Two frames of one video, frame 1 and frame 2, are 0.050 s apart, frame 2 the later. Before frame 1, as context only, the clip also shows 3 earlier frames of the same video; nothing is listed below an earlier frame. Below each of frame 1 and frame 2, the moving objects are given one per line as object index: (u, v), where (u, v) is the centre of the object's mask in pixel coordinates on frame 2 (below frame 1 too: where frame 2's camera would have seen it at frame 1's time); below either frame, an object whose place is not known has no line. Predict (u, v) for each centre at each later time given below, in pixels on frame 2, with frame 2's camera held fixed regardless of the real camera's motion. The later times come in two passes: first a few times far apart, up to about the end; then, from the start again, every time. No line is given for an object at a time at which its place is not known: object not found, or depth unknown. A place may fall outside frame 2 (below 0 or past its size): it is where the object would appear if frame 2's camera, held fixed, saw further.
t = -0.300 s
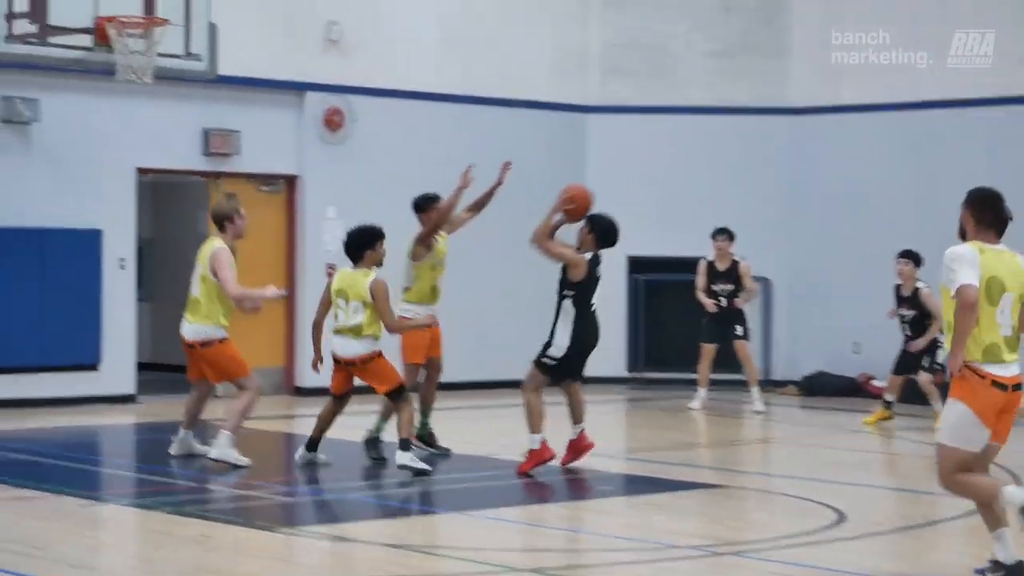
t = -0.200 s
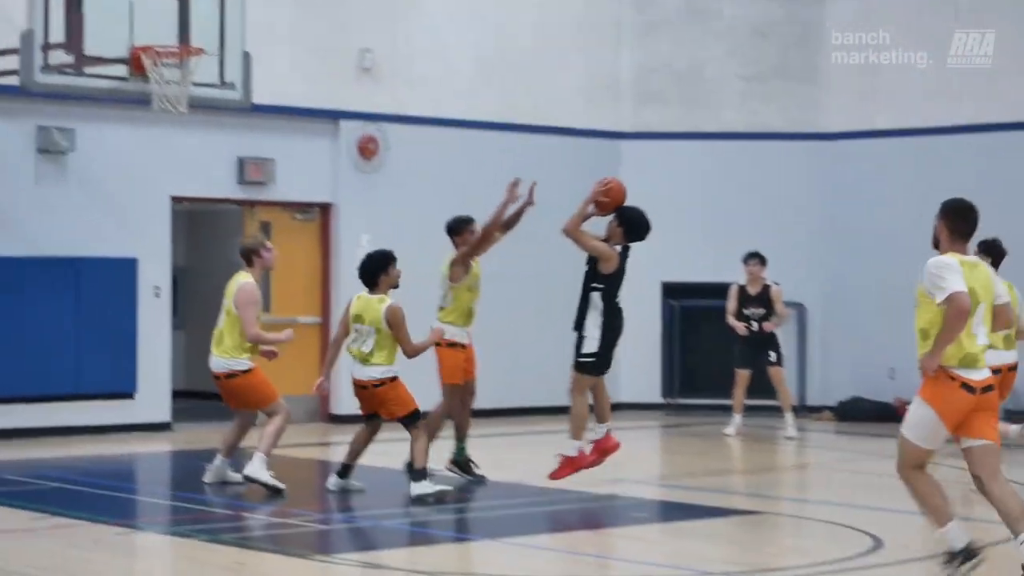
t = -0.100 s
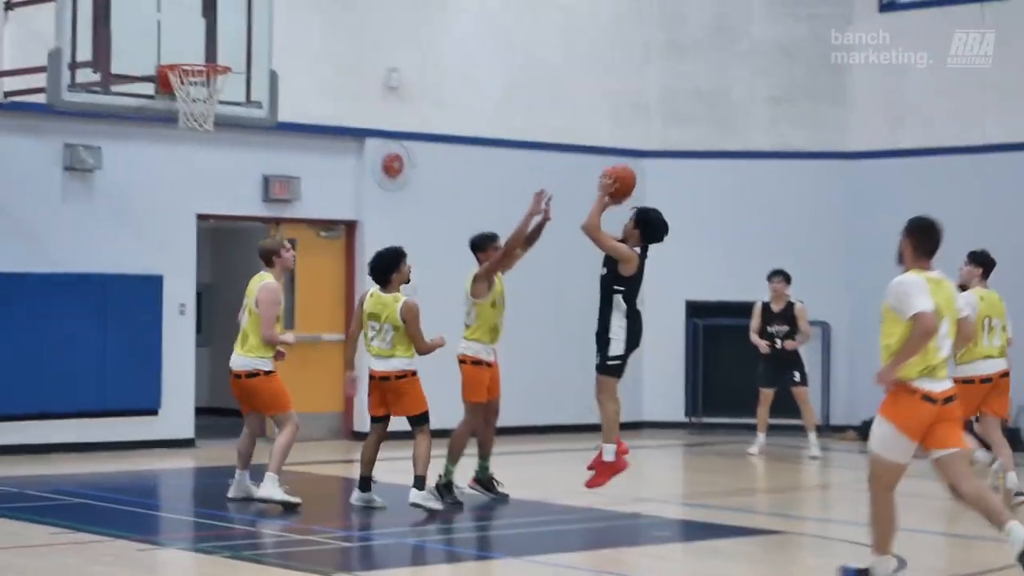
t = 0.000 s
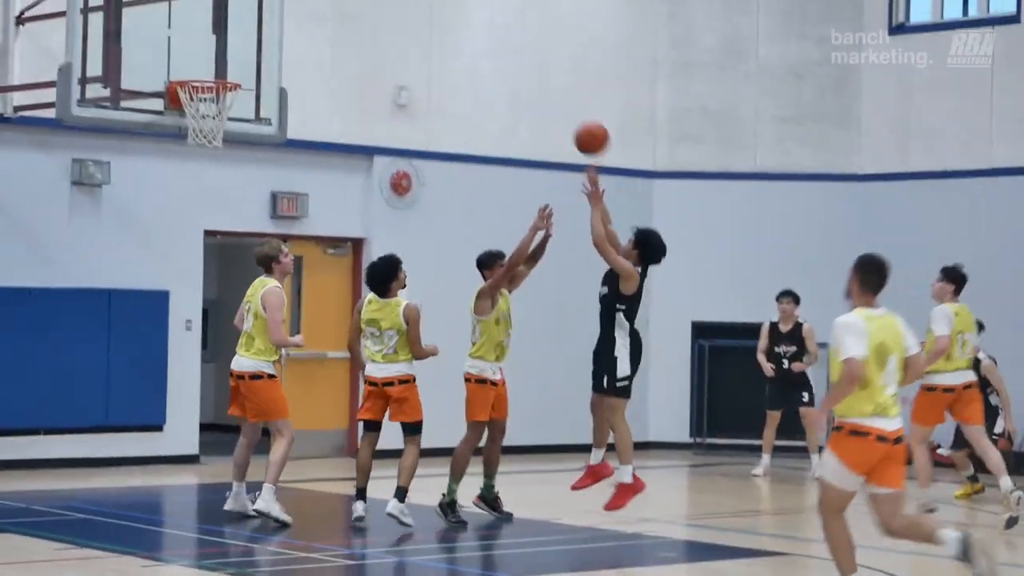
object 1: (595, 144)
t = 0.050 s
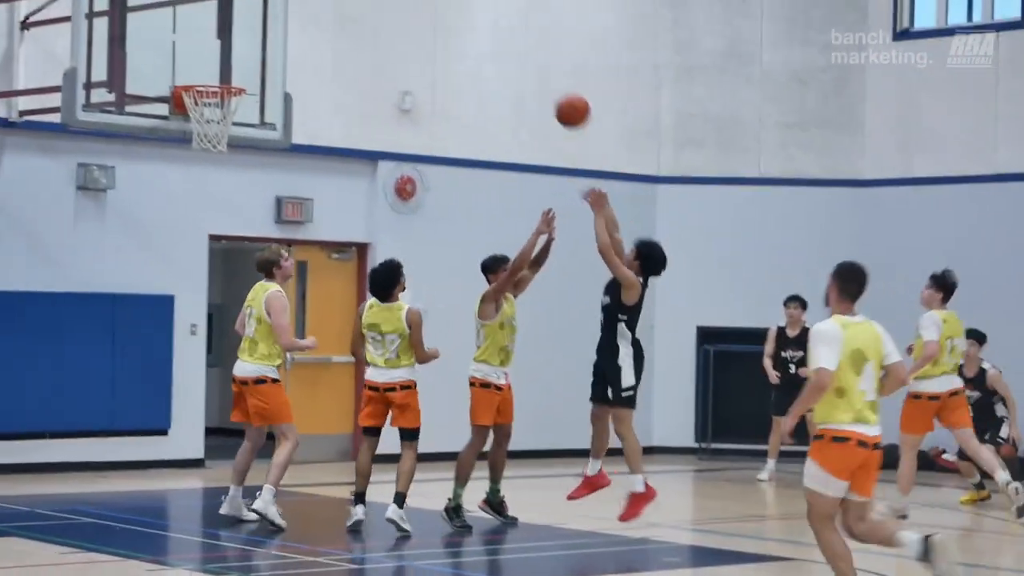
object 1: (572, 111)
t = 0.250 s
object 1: (477, 20)
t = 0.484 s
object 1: (370, -12)
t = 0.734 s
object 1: (264, 36)
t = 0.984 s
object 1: (197, 59)
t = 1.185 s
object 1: (185, 65)
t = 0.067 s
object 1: (564, 101)
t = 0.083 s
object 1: (556, 92)
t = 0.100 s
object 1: (548, 83)
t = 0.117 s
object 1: (540, 74)
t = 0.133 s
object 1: (533, 66)
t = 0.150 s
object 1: (525, 58)
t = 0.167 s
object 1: (516, 51)
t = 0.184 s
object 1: (509, 44)
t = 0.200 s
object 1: (501, 37)
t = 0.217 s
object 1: (493, 31)
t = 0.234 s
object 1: (485, 25)
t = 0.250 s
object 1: (477, 20)
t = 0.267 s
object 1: (469, 15)
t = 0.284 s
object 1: (461, 11)
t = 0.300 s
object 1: (453, 7)
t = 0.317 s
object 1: (446, 3)
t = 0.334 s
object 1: (438, -1)
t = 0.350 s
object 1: (430, -3)
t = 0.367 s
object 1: (422, -6)
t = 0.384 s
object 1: (415, -8)
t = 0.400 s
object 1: (407, -10)
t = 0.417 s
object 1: (399, -11)
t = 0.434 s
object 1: (392, -12)
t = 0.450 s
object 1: (385, -13)
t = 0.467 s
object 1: (378, -13)
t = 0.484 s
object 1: (370, -12)
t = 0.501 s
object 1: (363, -11)
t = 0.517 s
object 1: (356, -10)
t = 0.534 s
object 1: (348, -9)
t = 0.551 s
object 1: (342, -7)
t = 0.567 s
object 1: (335, -5)
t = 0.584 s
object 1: (328, -3)
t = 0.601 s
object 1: (321, 0)
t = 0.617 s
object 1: (314, 3)
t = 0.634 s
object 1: (306, 7)
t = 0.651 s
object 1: (299, 11)
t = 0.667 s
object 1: (292, 14)
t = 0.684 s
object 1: (285, 19)
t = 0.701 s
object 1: (278, 24)
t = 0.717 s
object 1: (271, 30)
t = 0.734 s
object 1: (264, 36)
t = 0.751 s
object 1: (257, 41)
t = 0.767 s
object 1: (250, 48)
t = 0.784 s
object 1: (243, 55)
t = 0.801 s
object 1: (236, 62)
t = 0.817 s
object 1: (229, 70)
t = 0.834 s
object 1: (224, 73)
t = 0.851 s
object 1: (221, 71)
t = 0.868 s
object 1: (218, 68)
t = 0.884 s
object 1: (215, 65)
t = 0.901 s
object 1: (212, 63)
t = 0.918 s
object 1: (209, 62)
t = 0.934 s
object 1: (206, 61)
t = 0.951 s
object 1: (203, 60)
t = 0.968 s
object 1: (200, 59)
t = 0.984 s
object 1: (197, 59)
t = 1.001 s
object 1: (194, 59)
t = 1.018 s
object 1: (191, 59)
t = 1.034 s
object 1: (187, 60)
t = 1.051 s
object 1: (185, 61)
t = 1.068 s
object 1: (182, 62)
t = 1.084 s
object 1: (179, 64)
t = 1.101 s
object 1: (178, 65)
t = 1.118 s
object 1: (179, 64)
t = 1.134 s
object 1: (181, 64)
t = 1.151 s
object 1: (182, 64)
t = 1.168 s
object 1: (184, 65)
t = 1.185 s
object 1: (185, 65)
